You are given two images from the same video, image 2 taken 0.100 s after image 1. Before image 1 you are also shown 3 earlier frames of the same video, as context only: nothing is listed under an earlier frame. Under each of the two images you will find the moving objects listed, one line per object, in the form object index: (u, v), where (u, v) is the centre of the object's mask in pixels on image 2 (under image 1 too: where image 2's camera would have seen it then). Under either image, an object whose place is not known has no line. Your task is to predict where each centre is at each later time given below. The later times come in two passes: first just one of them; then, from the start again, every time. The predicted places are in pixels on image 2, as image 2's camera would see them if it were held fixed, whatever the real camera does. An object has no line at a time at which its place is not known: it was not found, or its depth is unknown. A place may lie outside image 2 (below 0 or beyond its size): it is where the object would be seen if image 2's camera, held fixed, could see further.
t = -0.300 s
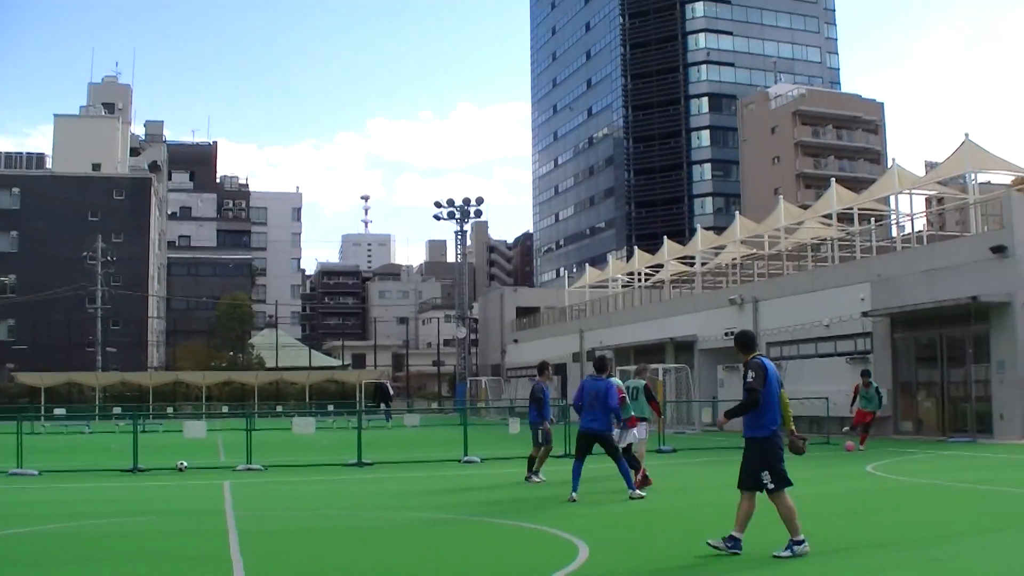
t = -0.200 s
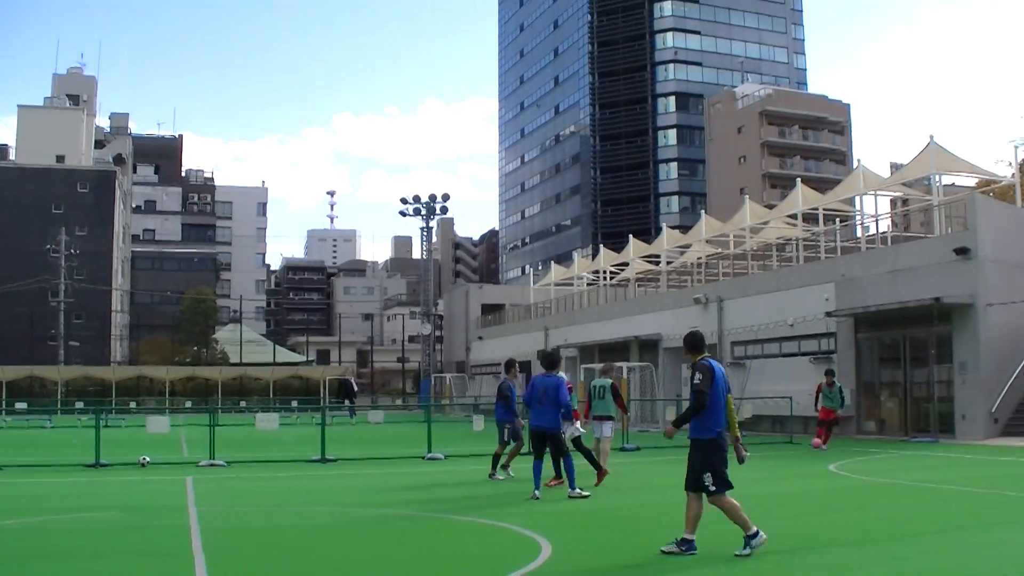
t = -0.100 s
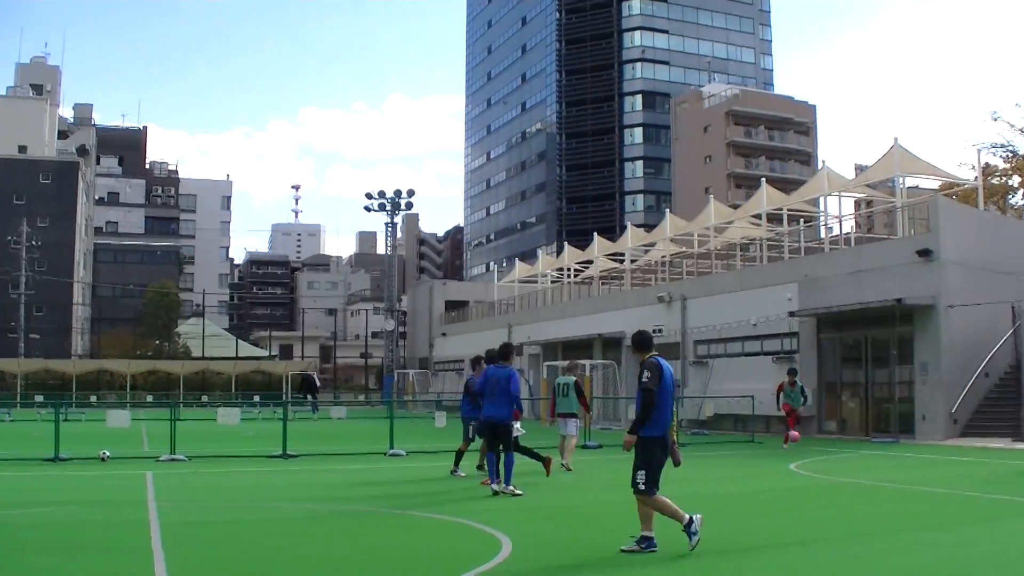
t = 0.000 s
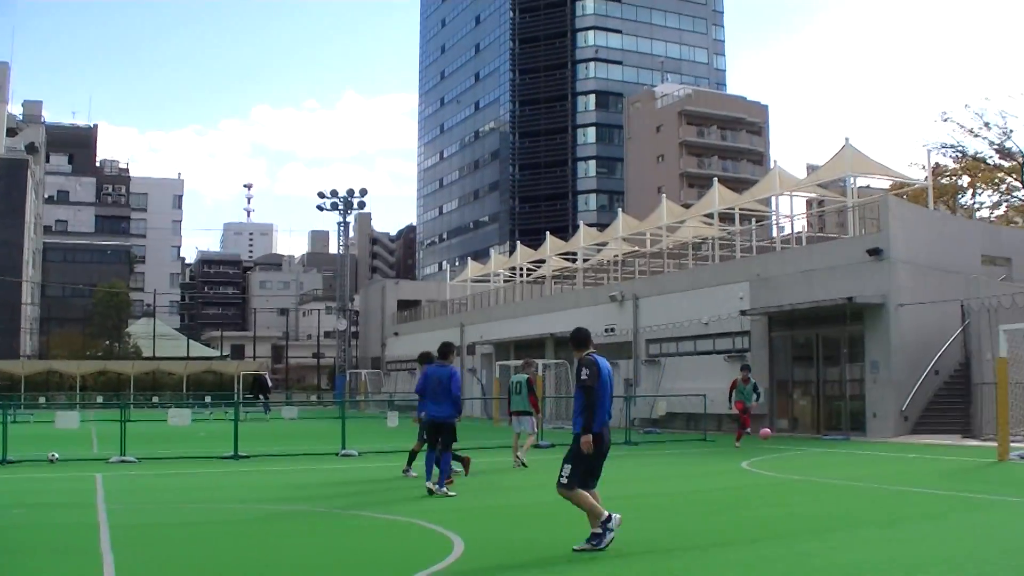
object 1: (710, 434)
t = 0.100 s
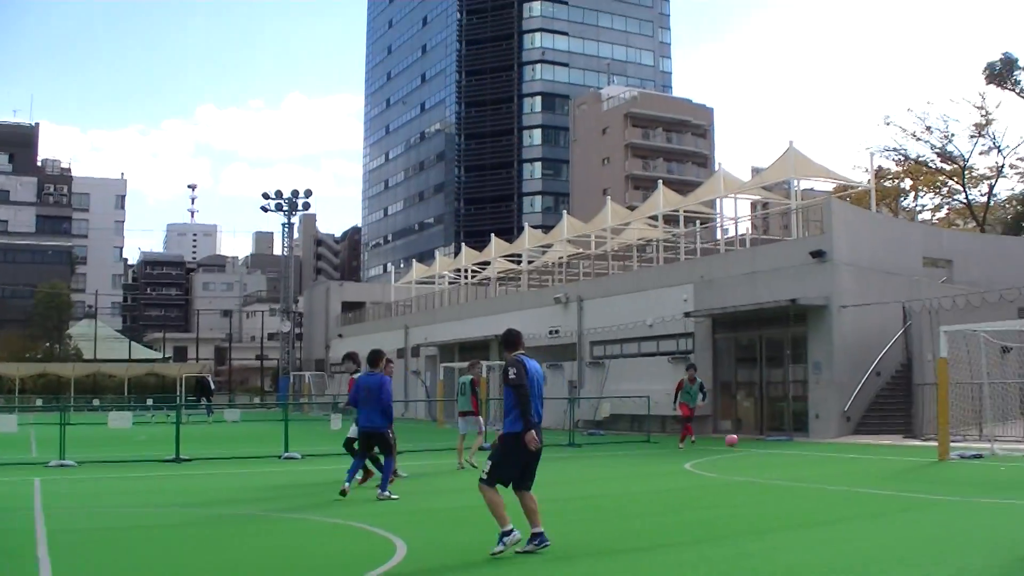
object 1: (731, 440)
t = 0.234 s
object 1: (766, 460)
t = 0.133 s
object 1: (740, 444)
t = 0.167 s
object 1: (748, 448)
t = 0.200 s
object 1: (756, 454)
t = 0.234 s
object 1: (766, 460)
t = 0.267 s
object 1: (776, 466)
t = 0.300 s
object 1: (785, 463)
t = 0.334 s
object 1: (793, 462)
